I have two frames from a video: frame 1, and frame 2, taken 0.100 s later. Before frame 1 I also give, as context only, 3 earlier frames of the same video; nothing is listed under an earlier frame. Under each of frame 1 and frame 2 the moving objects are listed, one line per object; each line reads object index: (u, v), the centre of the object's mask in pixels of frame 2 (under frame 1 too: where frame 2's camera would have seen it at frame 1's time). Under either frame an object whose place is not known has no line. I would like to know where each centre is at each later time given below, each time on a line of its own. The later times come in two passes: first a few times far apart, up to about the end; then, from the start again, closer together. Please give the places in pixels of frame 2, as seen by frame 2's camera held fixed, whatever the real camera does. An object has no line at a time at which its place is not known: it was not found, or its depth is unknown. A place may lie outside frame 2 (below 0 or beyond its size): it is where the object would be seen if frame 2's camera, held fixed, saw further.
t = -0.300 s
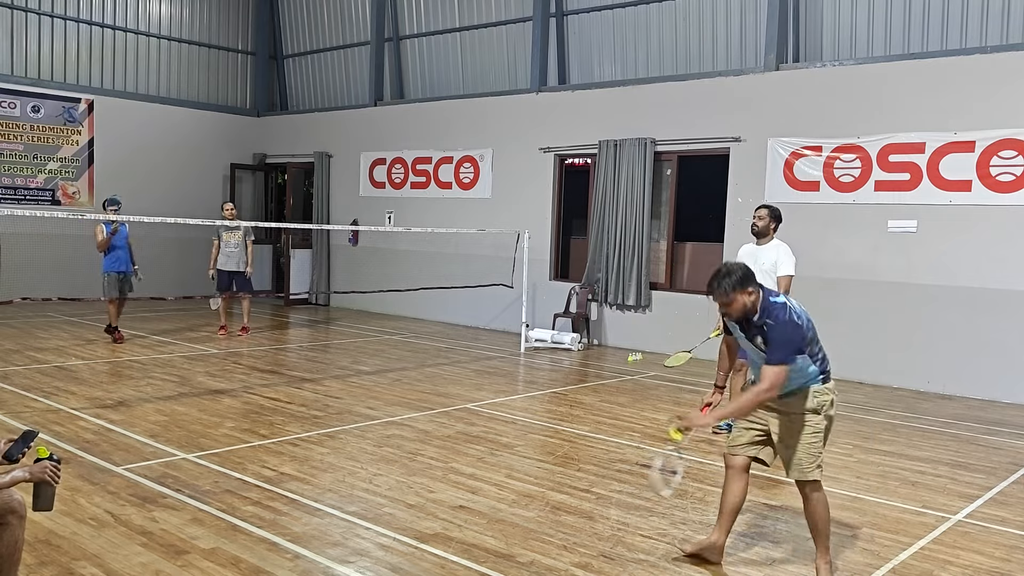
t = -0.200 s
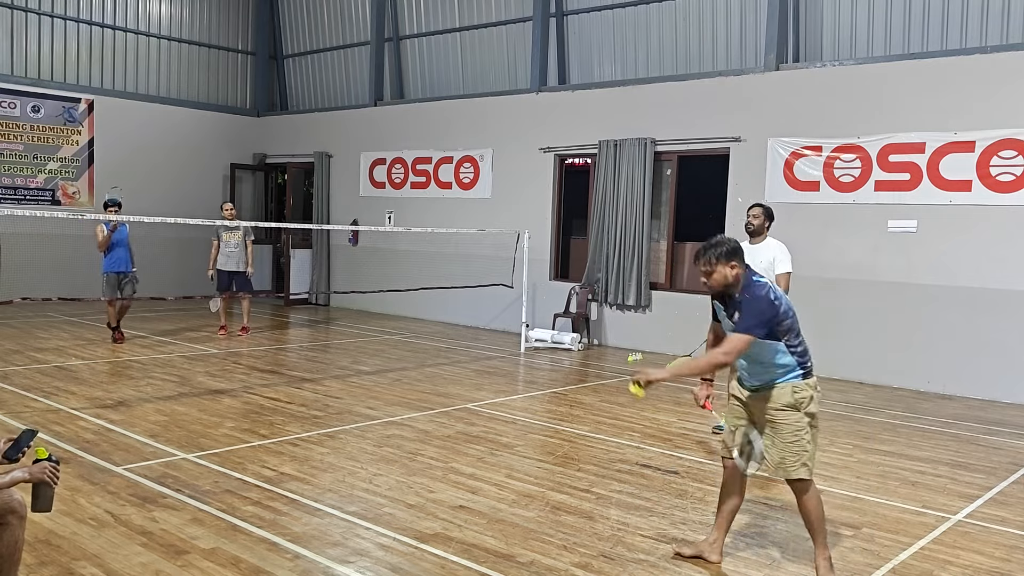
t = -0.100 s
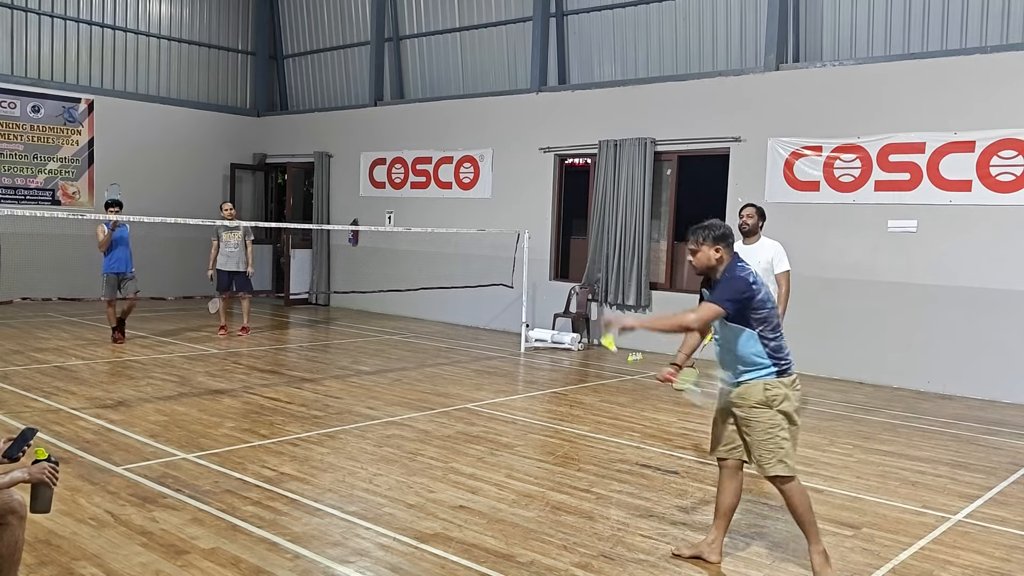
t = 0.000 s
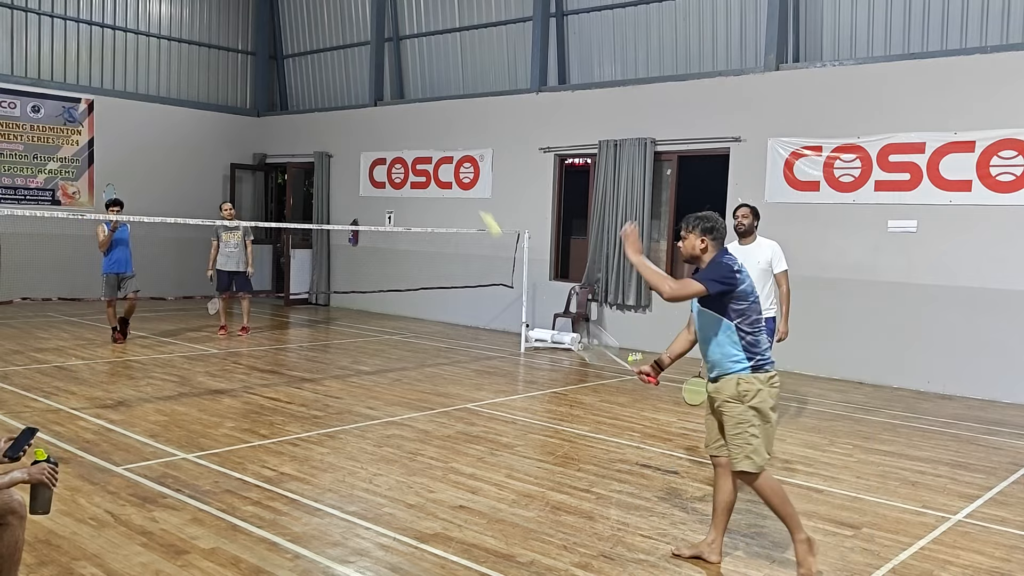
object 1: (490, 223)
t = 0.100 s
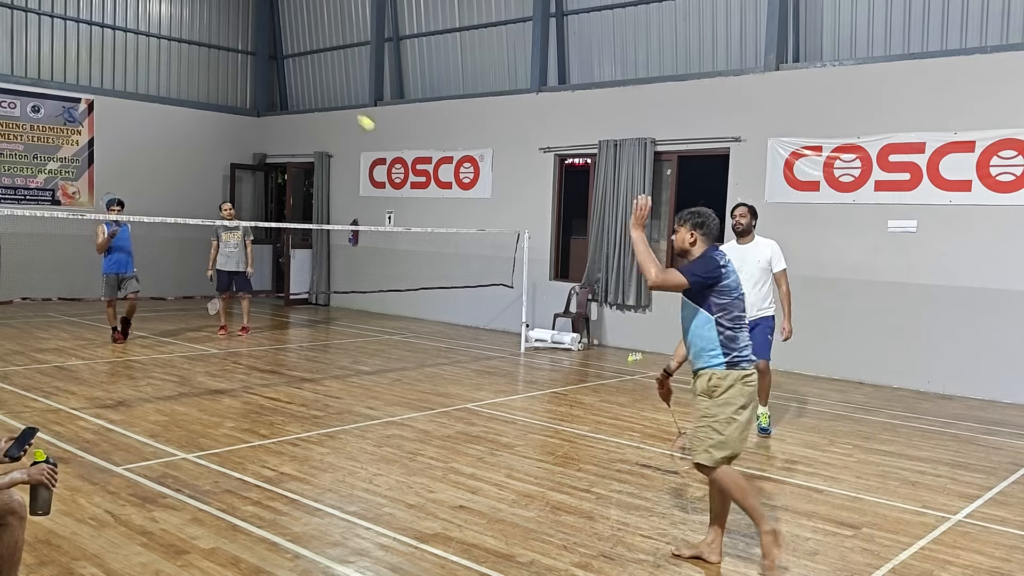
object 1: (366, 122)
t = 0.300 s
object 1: (243, 59)
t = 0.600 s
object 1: (156, 84)
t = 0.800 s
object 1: (122, 139)
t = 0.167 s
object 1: (313, 88)
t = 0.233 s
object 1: (274, 69)
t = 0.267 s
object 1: (258, 62)
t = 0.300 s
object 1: (243, 59)
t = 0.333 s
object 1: (230, 57)
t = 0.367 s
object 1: (218, 56)
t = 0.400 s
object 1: (207, 57)
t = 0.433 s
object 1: (197, 59)
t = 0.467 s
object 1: (187, 62)
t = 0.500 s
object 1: (179, 66)
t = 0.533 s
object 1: (171, 71)
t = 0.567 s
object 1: (163, 77)
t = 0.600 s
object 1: (156, 84)
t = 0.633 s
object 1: (149, 91)
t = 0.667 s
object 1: (143, 99)
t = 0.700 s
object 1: (137, 108)
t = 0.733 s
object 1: (132, 118)
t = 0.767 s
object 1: (127, 128)
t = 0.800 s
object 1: (122, 139)
